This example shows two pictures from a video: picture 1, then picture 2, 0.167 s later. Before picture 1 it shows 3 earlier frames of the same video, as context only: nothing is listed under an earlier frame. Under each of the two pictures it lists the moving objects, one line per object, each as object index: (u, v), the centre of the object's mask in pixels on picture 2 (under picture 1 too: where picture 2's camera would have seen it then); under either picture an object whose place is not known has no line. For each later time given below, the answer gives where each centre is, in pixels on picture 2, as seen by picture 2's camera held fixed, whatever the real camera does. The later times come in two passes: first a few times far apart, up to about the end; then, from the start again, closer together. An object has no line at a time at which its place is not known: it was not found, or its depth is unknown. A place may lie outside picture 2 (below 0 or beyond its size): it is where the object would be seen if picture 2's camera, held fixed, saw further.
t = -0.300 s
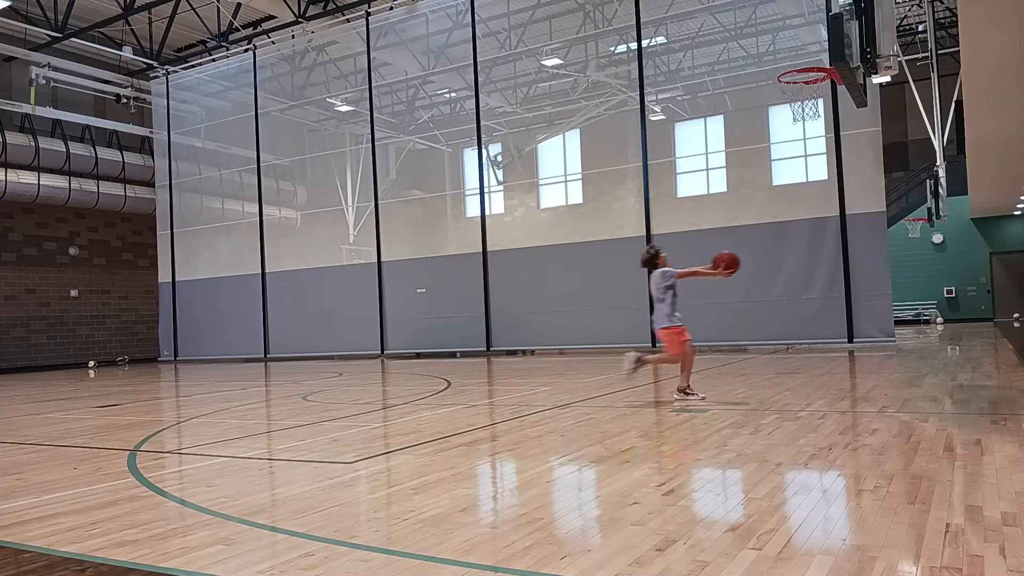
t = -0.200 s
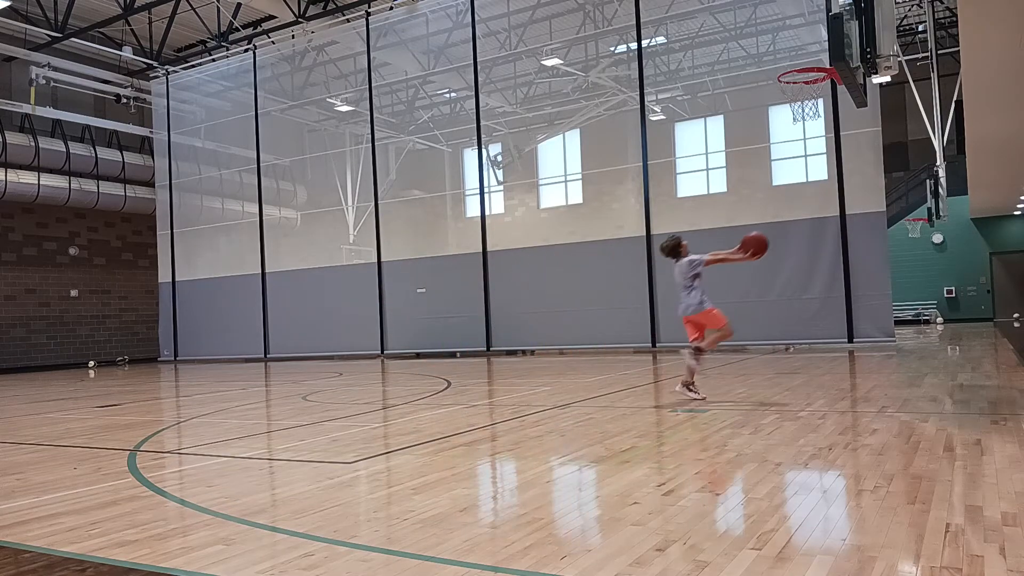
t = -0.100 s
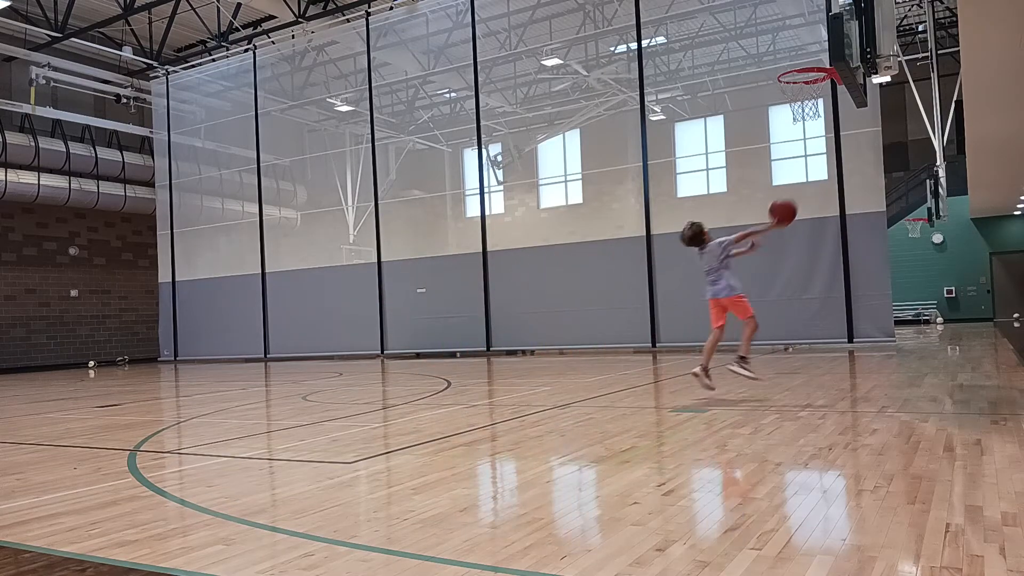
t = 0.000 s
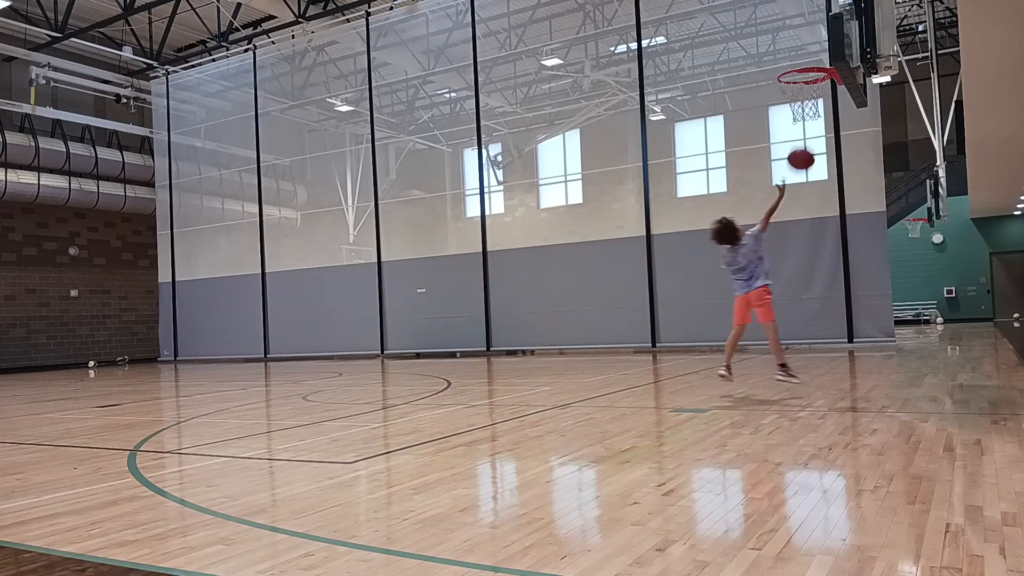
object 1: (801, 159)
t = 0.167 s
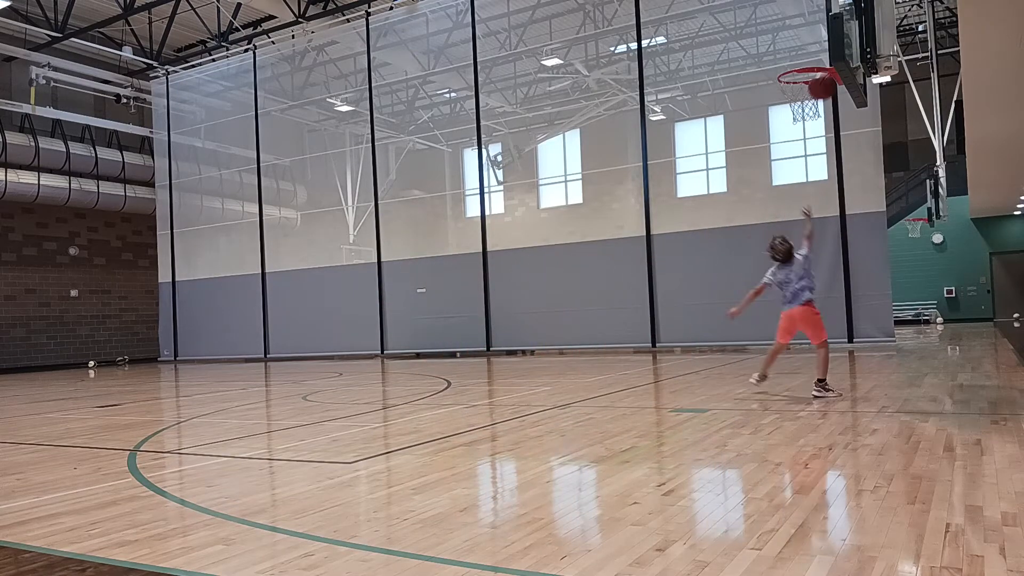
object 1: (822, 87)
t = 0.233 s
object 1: (816, 75)
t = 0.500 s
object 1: (762, 88)
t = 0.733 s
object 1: (722, 153)
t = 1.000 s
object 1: (683, 285)
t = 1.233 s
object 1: (663, 334)
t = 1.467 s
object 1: (661, 251)
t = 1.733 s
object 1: (661, 215)
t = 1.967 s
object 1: (664, 232)
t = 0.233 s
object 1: (816, 75)
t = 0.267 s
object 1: (808, 72)
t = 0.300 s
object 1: (801, 71)
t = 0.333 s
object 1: (794, 71)
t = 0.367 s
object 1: (788, 72)
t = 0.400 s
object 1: (781, 74)
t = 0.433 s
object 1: (774, 77)
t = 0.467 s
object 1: (768, 82)
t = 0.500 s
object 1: (762, 88)
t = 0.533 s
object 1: (755, 94)
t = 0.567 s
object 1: (750, 102)
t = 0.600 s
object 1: (744, 110)
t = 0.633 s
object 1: (738, 120)
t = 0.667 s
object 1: (733, 130)
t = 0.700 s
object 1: (728, 141)
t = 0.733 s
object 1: (722, 153)
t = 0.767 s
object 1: (717, 167)
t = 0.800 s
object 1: (711, 182)
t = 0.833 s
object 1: (706, 198)
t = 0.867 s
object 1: (701, 213)
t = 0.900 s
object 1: (696, 229)
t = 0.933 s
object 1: (691, 247)
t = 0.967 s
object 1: (687, 265)
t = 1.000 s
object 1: (683, 285)
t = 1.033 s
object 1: (678, 305)
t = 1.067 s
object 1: (675, 325)
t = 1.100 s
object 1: (670, 346)
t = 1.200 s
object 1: (664, 351)
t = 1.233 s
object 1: (663, 334)
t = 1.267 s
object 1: (663, 320)
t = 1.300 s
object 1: (662, 306)
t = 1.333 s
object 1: (662, 293)
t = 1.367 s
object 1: (661, 282)
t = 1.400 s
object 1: (661, 270)
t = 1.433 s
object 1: (661, 260)
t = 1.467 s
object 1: (661, 251)
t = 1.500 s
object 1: (661, 243)
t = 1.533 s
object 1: (660, 236)
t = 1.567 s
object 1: (660, 230)
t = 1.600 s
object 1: (660, 225)
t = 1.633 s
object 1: (660, 221)
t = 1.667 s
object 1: (660, 218)
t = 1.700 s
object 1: (661, 216)
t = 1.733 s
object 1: (661, 215)
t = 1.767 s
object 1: (661, 214)
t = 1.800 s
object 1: (661, 215)
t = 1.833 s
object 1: (661, 216)
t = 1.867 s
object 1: (662, 219)
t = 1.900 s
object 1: (662, 222)
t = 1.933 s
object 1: (663, 227)
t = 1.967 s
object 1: (664, 232)
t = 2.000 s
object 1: (664, 238)
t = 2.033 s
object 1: (664, 246)
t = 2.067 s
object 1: (665, 254)
